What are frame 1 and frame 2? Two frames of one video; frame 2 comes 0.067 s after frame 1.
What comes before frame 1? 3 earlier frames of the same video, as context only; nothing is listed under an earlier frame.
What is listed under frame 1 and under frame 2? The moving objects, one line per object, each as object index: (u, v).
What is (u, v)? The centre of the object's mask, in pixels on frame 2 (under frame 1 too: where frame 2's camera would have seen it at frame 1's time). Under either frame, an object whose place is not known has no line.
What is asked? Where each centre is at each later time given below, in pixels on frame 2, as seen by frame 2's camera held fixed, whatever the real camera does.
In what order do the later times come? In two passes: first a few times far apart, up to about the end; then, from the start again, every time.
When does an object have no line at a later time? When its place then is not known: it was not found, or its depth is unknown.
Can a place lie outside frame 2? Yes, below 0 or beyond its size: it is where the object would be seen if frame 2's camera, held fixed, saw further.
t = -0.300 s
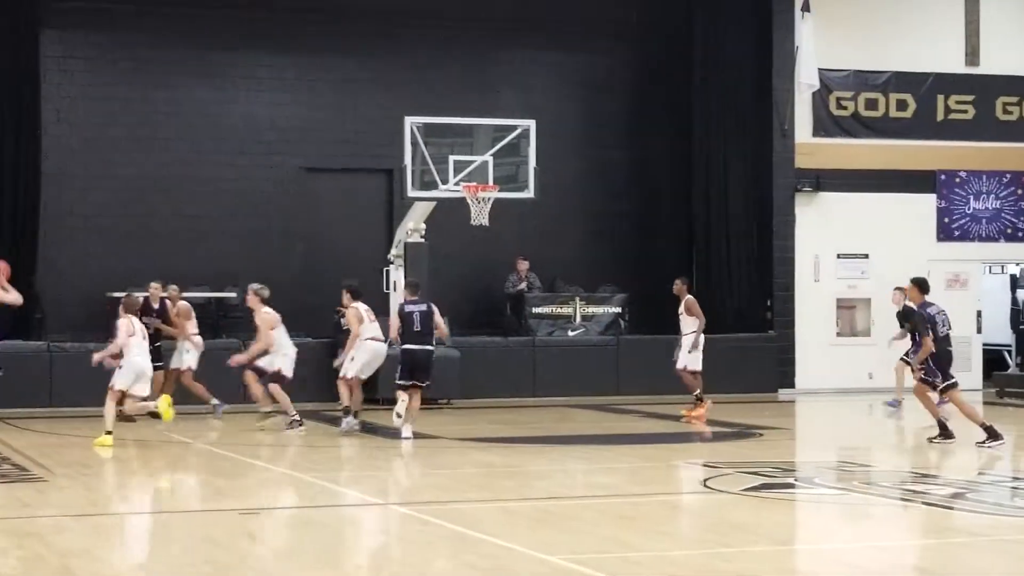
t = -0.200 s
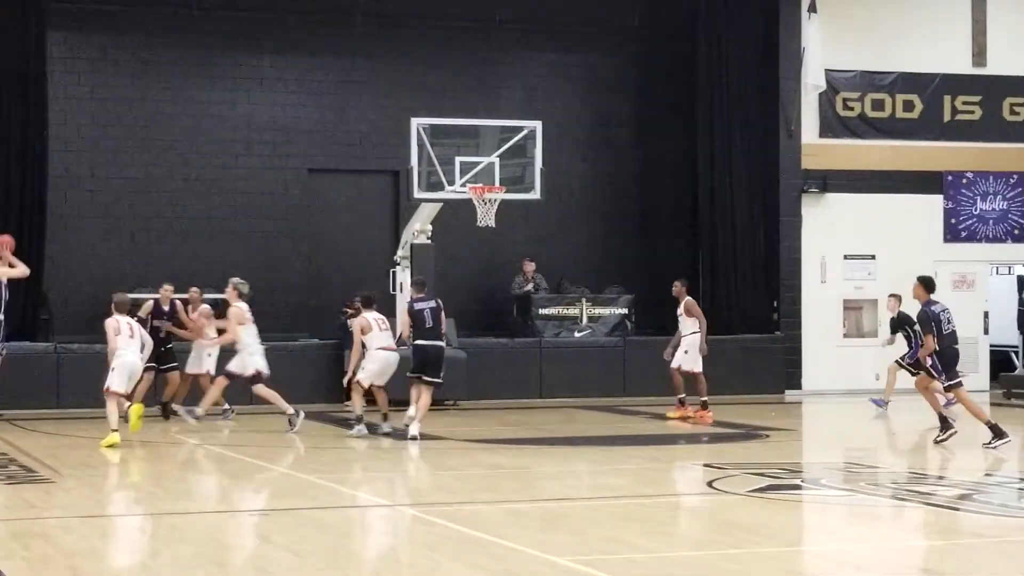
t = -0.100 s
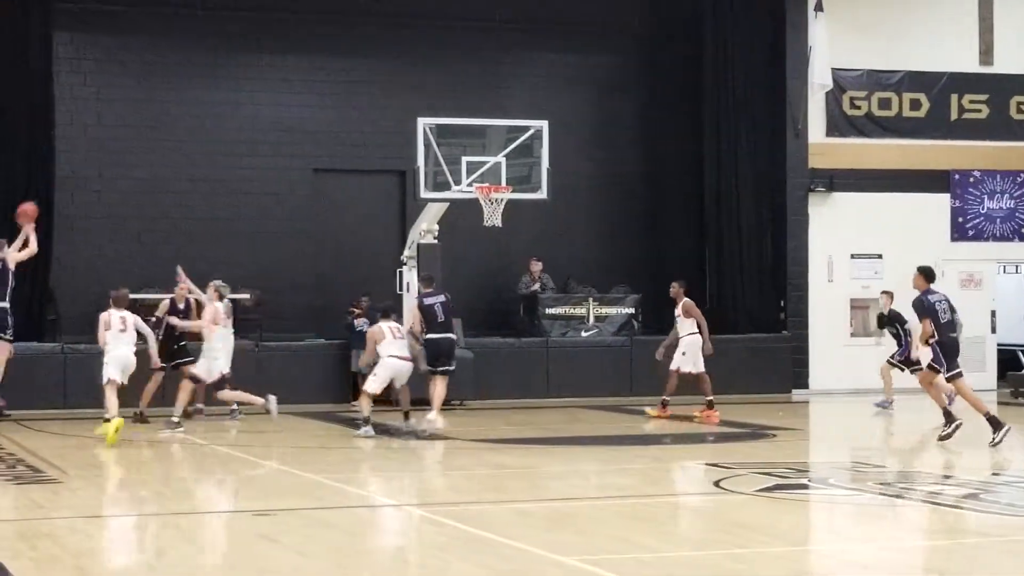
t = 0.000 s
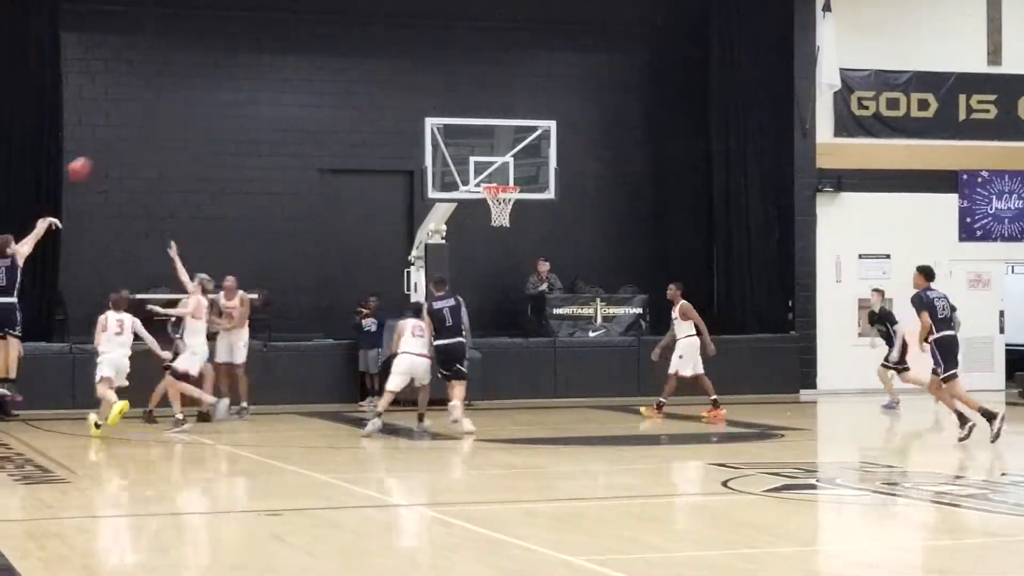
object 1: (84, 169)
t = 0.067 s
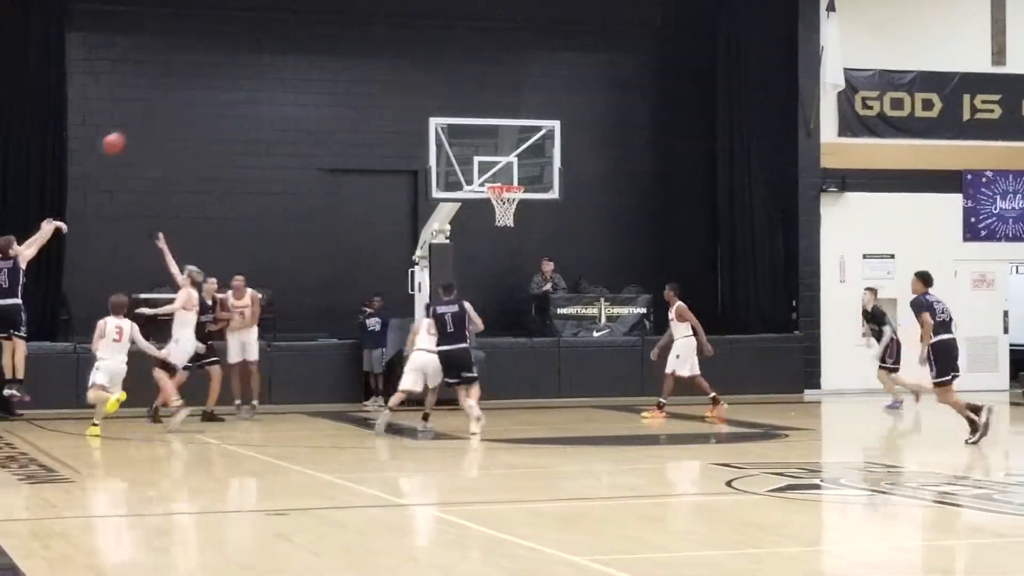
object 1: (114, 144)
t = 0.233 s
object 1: (185, 97)
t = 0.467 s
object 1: (281, 72)
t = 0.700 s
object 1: (372, 89)
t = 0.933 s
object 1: (458, 144)
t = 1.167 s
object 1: (525, 176)
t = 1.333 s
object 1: (564, 191)
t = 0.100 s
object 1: (128, 132)
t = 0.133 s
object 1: (143, 122)
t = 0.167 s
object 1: (156, 112)
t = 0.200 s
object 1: (171, 104)
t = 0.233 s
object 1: (185, 97)
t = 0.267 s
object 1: (199, 91)
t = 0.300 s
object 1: (213, 86)
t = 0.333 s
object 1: (227, 81)
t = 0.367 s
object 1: (240, 78)
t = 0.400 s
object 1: (254, 75)
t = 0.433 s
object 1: (268, 73)
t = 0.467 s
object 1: (281, 72)
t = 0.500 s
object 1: (294, 72)
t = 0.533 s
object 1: (308, 73)
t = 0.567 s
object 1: (321, 74)
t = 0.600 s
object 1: (333, 77)
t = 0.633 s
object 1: (347, 80)
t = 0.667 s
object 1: (360, 84)
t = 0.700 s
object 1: (372, 89)
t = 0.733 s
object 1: (384, 95)
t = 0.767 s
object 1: (397, 101)
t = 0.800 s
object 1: (409, 108)
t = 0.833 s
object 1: (420, 116)
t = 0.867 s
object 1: (432, 124)
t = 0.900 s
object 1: (445, 134)
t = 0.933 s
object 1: (458, 144)
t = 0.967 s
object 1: (468, 155)
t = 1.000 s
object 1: (480, 166)
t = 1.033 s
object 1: (493, 178)
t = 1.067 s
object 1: (500, 176)
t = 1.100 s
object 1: (506, 176)
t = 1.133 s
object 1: (515, 176)
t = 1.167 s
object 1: (525, 176)
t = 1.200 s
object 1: (532, 177)
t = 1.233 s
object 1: (540, 179)
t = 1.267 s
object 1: (547, 183)
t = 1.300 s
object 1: (555, 186)
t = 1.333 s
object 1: (564, 191)
